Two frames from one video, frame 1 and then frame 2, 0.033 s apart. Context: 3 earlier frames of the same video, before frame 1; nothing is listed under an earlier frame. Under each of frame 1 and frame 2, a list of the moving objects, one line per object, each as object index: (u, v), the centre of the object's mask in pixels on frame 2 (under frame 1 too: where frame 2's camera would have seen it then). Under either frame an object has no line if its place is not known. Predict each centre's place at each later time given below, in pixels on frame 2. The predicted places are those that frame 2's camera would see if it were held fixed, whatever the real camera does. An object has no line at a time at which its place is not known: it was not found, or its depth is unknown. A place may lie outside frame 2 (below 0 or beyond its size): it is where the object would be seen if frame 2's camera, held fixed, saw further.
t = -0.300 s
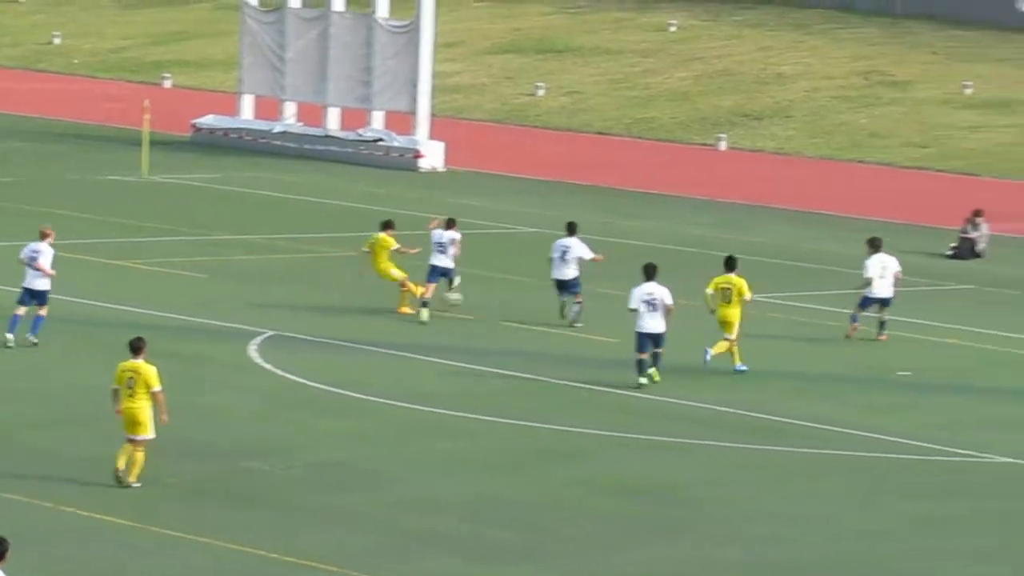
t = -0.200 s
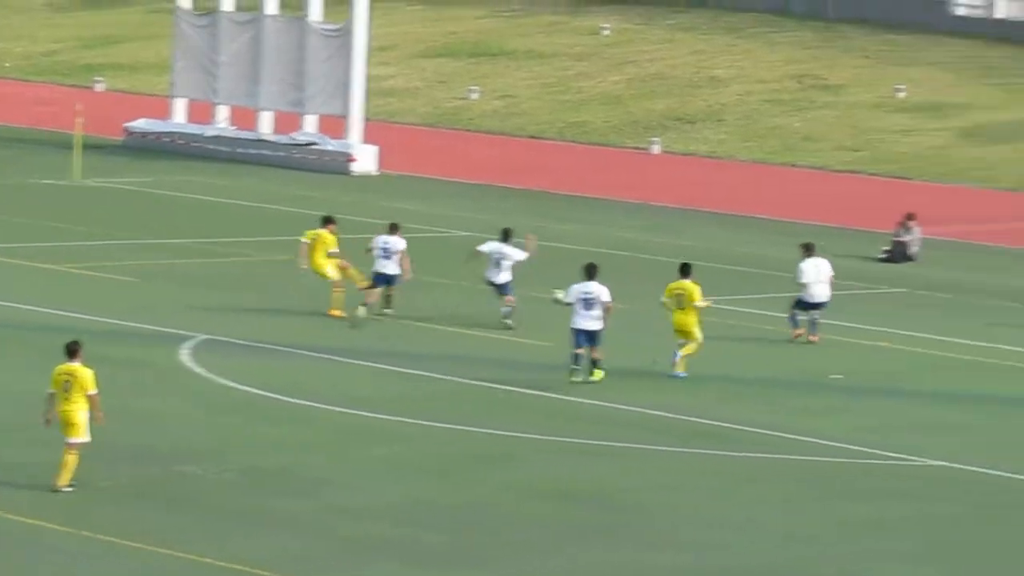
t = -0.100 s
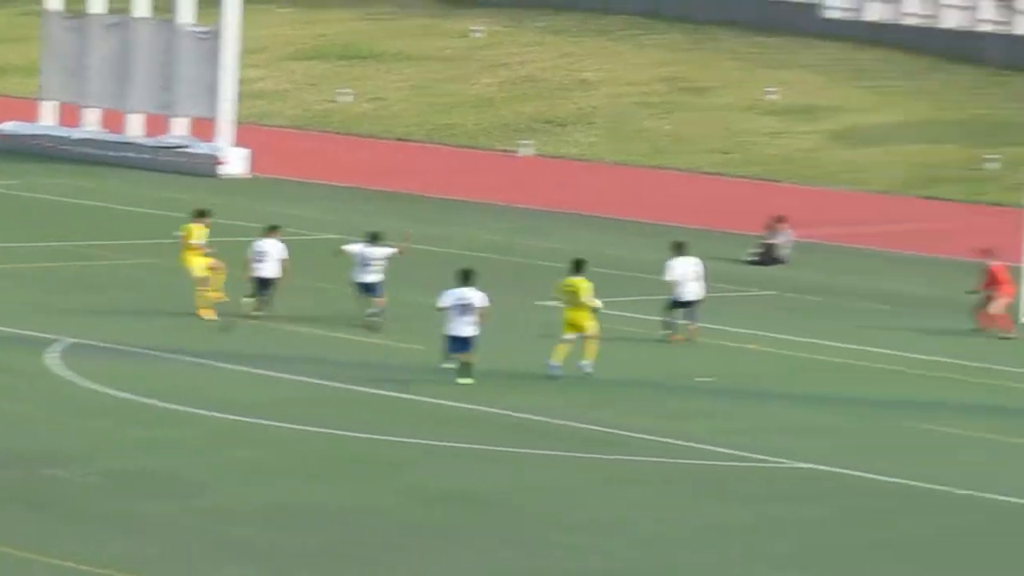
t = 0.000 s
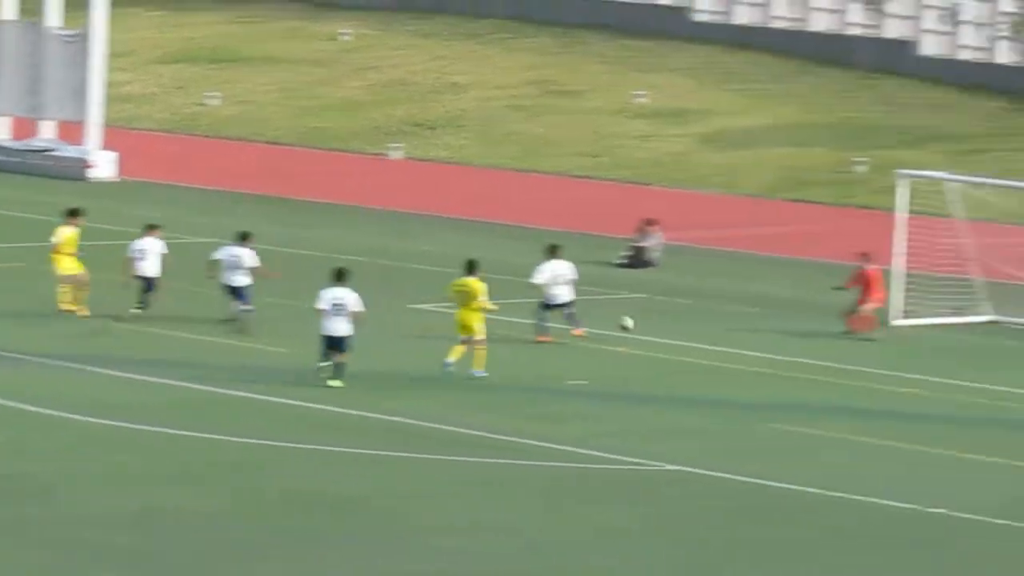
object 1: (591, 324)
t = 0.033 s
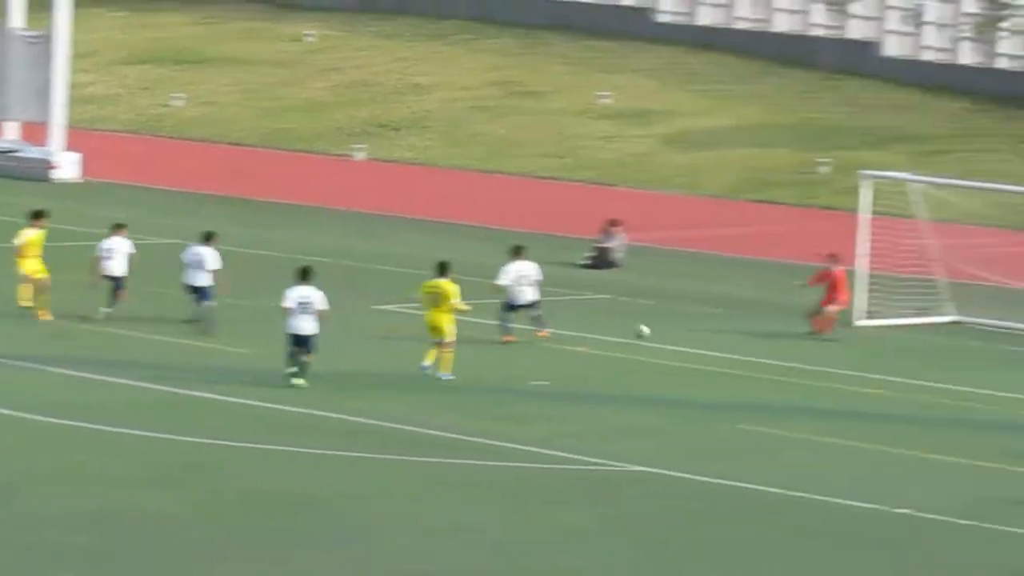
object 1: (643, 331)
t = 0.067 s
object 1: (692, 339)
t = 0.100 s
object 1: (736, 335)
